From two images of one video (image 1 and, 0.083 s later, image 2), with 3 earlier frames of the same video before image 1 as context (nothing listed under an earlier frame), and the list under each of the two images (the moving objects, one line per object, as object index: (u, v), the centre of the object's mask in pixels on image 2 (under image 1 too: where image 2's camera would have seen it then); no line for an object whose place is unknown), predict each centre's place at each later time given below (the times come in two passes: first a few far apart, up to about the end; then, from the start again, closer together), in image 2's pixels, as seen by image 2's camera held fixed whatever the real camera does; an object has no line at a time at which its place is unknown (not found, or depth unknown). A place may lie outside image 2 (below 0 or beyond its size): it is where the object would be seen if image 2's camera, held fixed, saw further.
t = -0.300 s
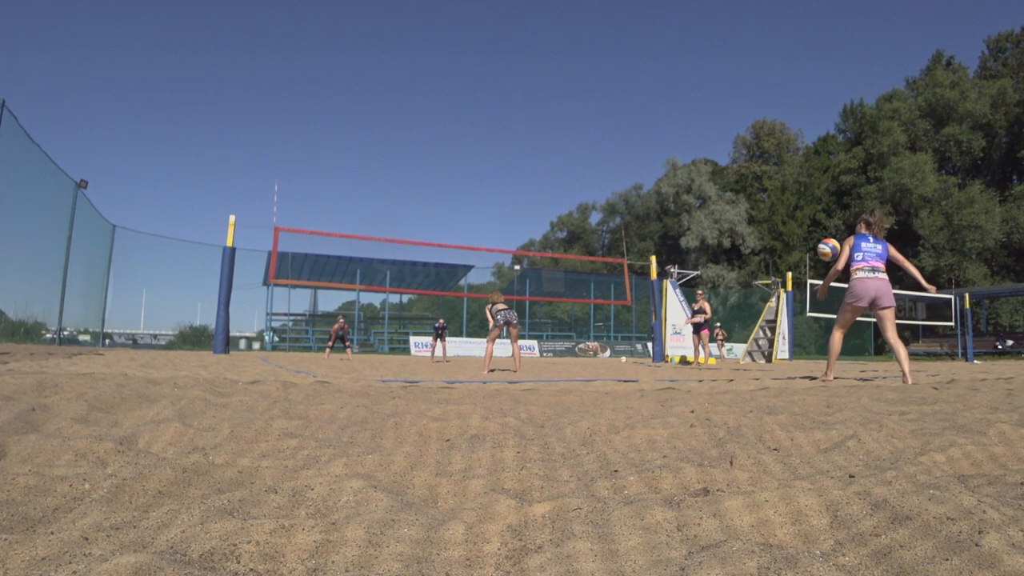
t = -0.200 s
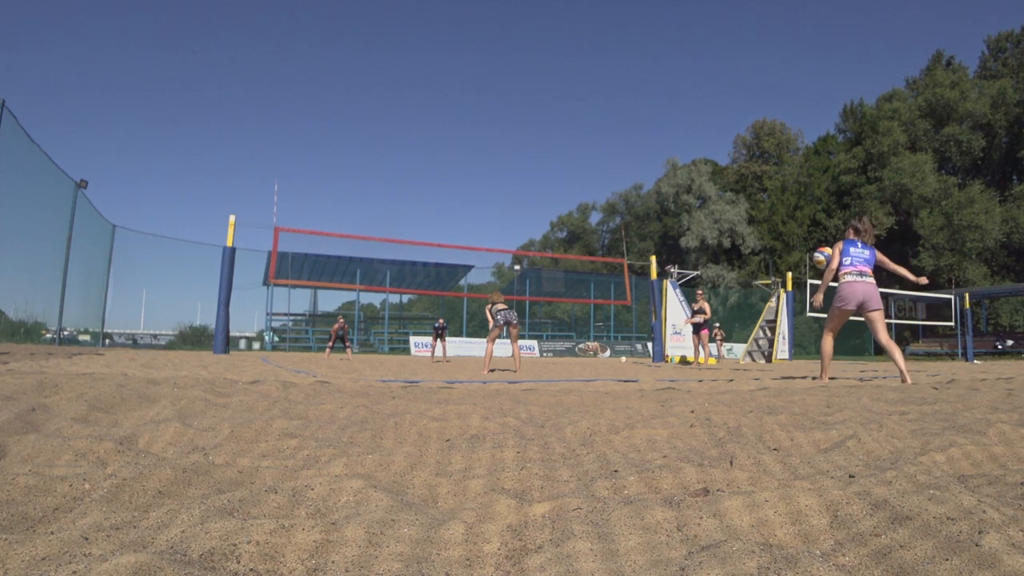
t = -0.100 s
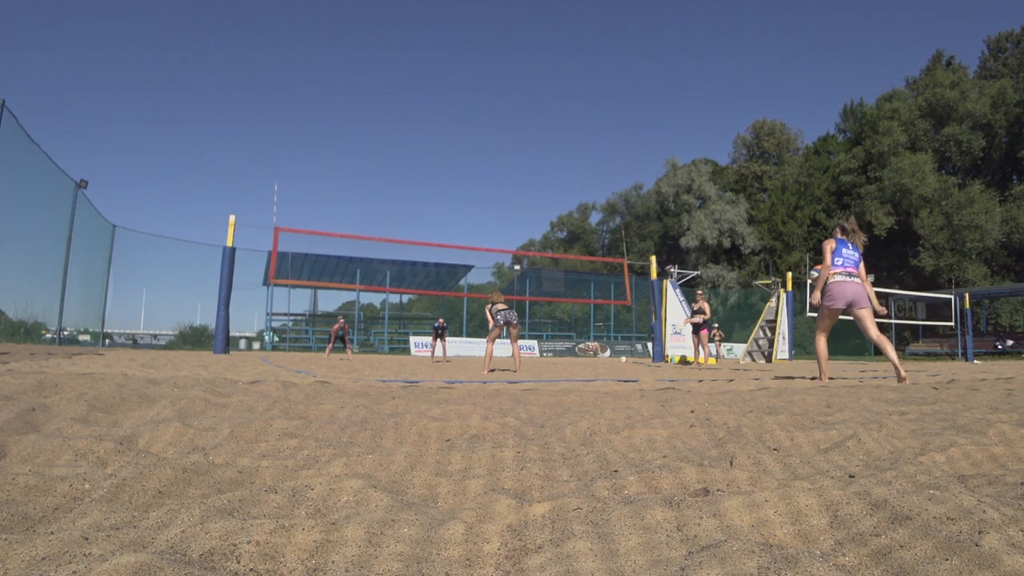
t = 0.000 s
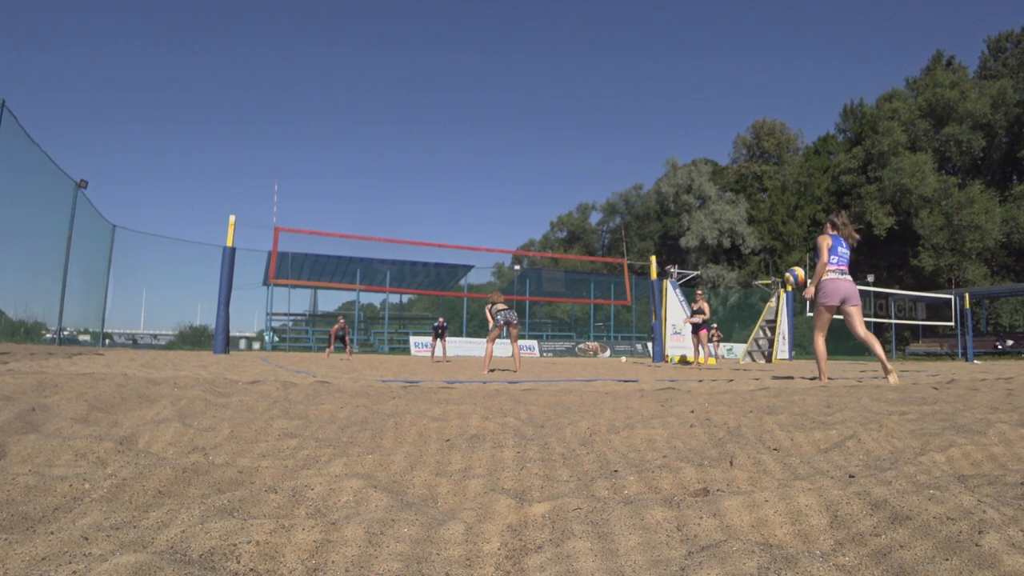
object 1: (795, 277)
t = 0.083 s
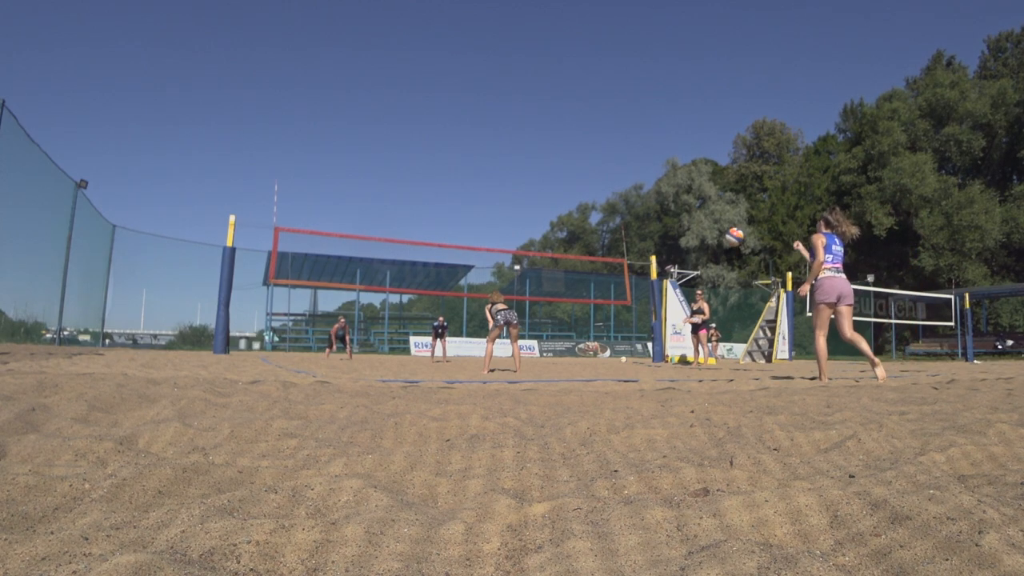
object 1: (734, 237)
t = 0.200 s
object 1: (670, 203)
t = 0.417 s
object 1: (590, 183)
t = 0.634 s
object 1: (541, 192)
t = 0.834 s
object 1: (510, 212)
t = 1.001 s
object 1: (491, 233)
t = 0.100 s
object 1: (724, 230)
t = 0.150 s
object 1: (696, 214)
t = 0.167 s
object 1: (687, 210)
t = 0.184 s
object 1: (678, 207)
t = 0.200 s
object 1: (670, 203)
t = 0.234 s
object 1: (655, 197)
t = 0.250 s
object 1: (649, 194)
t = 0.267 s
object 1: (642, 191)
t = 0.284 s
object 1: (635, 190)
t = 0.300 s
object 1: (629, 188)
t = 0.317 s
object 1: (623, 187)
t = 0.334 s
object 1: (617, 186)
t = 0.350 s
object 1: (611, 185)
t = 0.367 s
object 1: (605, 185)
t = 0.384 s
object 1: (600, 184)
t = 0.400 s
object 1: (595, 184)
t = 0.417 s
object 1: (590, 183)
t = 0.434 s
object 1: (585, 183)
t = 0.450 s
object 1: (581, 183)
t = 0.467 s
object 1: (577, 184)
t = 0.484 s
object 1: (572, 184)
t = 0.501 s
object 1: (568, 185)
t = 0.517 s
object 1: (564, 185)
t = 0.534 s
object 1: (560, 186)
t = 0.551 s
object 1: (557, 187)
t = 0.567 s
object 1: (553, 188)
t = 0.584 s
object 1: (550, 189)
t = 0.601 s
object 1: (547, 190)
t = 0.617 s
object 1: (544, 191)
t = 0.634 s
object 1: (541, 192)
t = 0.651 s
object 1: (538, 193)
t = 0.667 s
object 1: (535, 195)
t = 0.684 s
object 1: (532, 196)
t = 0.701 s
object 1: (529, 198)
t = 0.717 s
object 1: (527, 199)
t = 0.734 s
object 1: (524, 201)
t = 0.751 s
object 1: (522, 203)
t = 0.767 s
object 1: (519, 204)
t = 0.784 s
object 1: (517, 206)
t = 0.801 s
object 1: (514, 208)
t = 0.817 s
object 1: (512, 210)
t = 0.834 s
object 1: (510, 212)
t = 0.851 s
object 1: (508, 214)
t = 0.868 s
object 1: (506, 216)
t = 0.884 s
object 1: (504, 218)
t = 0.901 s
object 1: (502, 220)
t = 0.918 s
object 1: (500, 222)
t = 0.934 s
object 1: (498, 224)
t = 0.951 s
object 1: (496, 226)
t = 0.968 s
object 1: (494, 229)
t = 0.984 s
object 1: (492, 231)
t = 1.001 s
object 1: (491, 233)
